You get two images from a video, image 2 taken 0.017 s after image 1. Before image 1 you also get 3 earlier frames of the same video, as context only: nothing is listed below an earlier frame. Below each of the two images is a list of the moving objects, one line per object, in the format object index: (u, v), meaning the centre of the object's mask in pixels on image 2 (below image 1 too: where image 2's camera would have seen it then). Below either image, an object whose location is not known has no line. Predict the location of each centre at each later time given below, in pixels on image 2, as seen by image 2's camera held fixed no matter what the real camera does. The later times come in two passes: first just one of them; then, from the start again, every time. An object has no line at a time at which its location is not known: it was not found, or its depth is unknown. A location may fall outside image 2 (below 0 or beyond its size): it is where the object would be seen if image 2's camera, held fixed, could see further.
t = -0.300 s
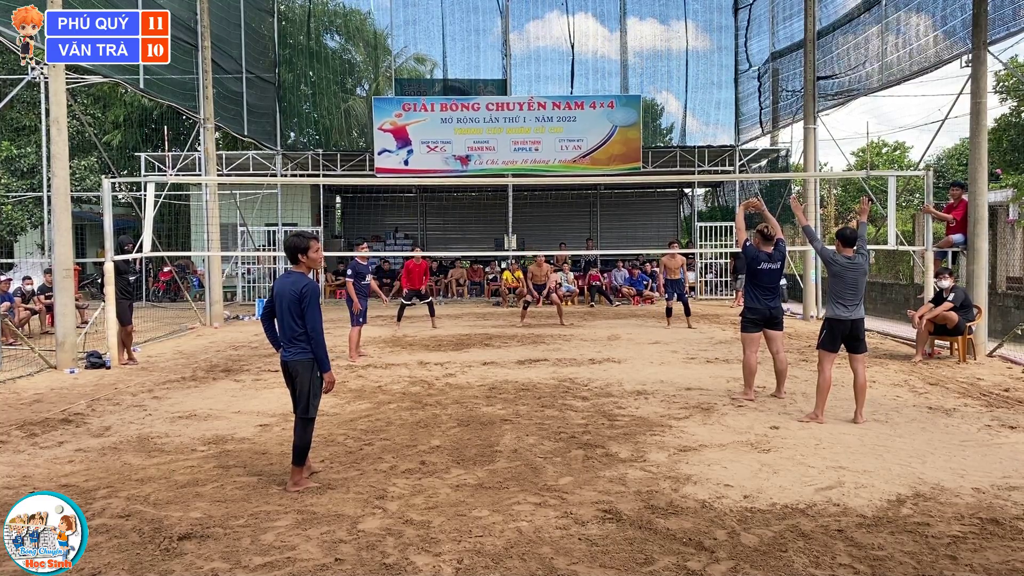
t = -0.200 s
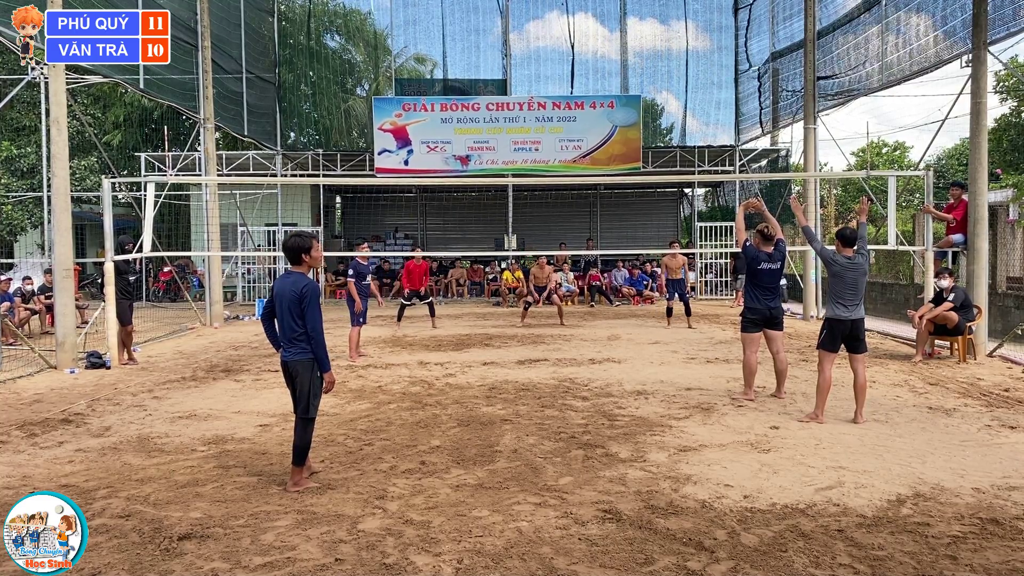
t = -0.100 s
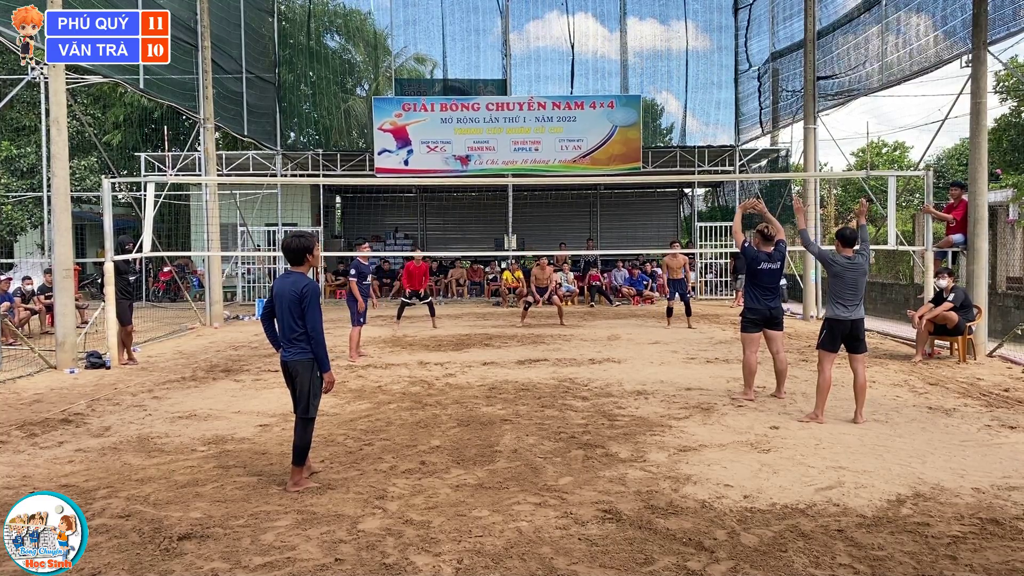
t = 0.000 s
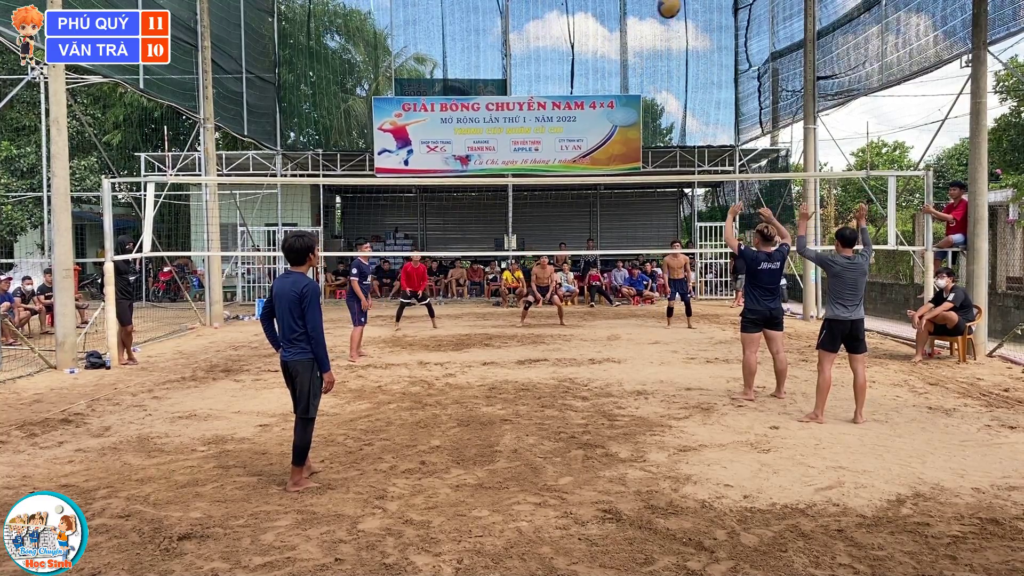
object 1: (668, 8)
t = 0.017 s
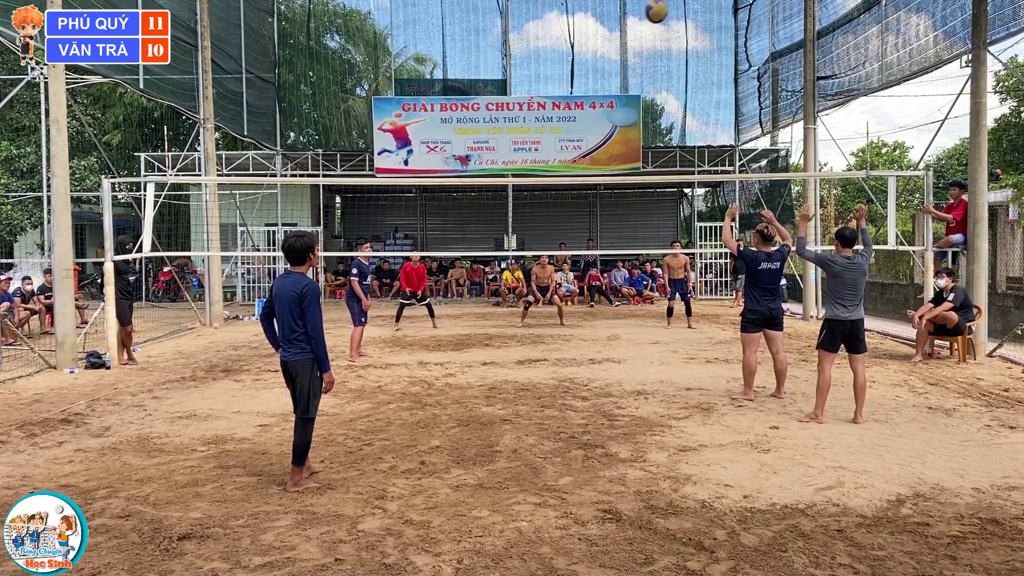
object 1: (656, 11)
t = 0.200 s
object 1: (555, 71)
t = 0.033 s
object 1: (644, 16)
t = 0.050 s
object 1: (633, 22)
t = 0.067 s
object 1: (623, 27)
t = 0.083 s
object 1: (612, 32)
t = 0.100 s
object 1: (603, 38)
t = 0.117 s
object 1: (594, 43)
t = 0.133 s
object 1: (585, 49)
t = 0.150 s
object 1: (577, 54)
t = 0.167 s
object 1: (570, 60)
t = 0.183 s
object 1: (562, 65)
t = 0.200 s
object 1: (555, 71)
